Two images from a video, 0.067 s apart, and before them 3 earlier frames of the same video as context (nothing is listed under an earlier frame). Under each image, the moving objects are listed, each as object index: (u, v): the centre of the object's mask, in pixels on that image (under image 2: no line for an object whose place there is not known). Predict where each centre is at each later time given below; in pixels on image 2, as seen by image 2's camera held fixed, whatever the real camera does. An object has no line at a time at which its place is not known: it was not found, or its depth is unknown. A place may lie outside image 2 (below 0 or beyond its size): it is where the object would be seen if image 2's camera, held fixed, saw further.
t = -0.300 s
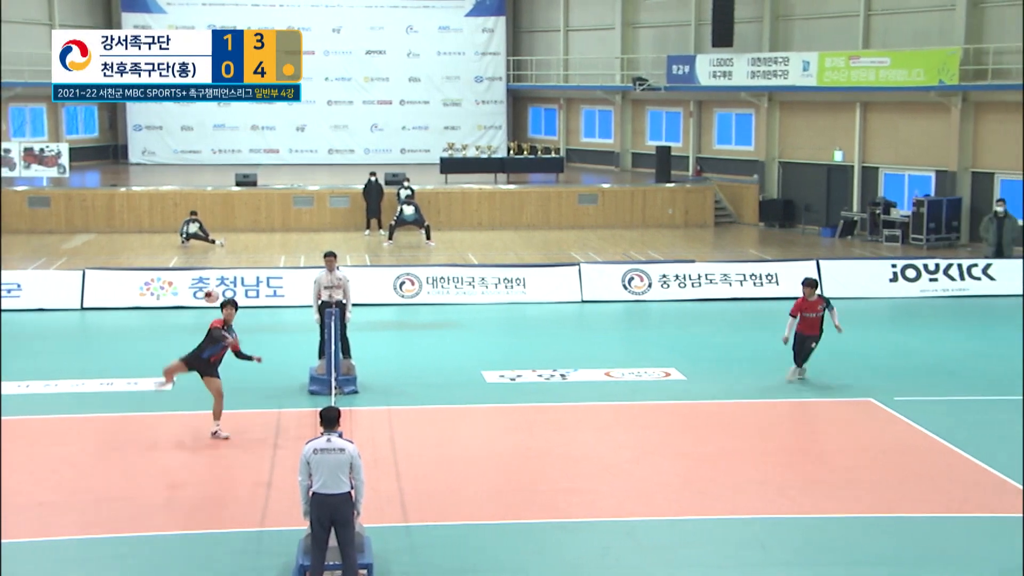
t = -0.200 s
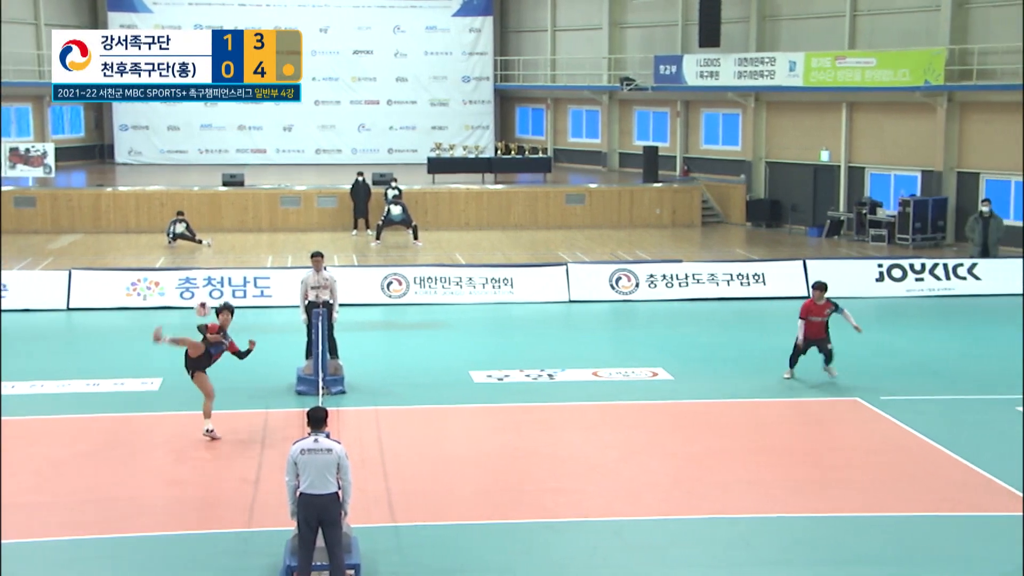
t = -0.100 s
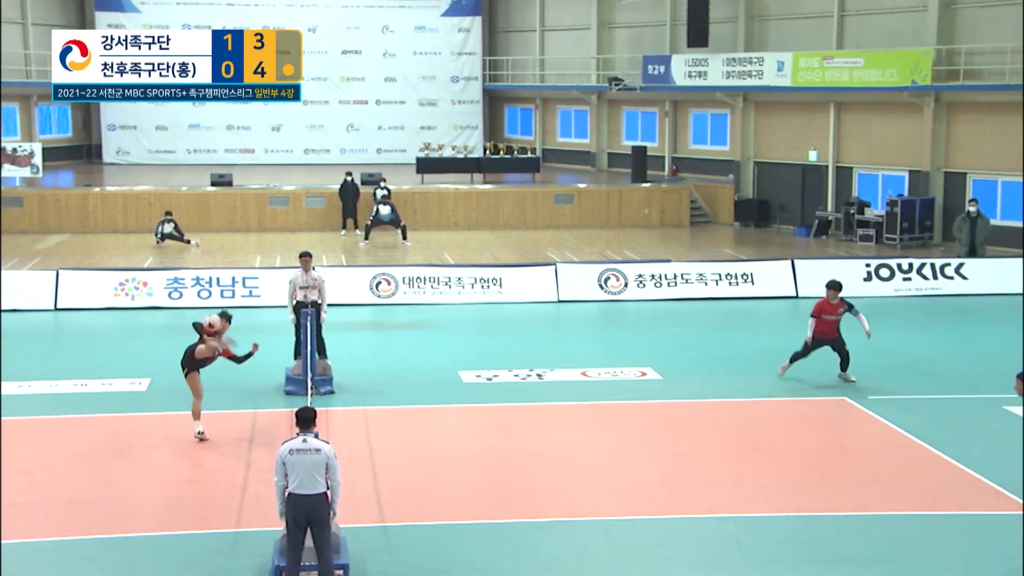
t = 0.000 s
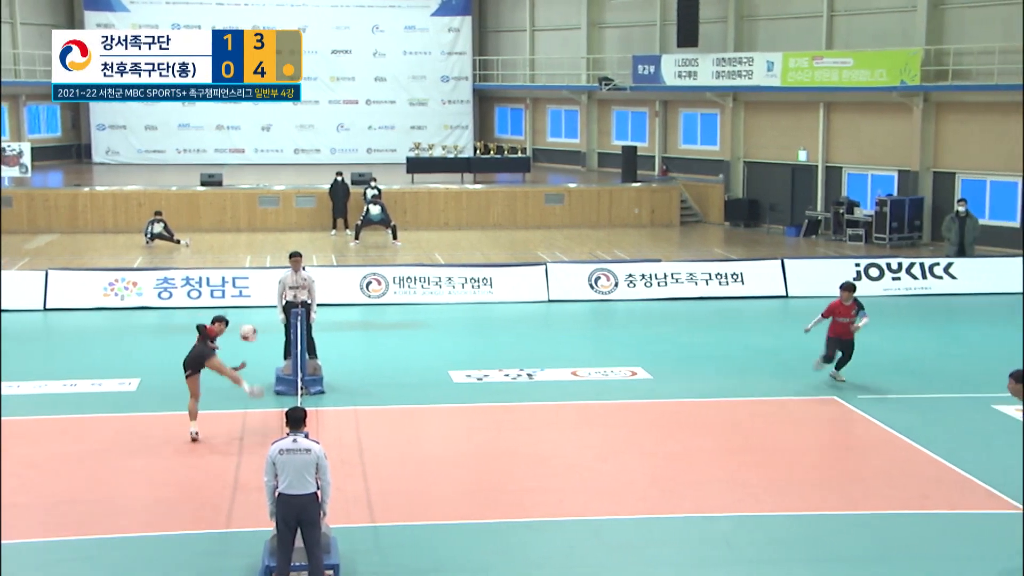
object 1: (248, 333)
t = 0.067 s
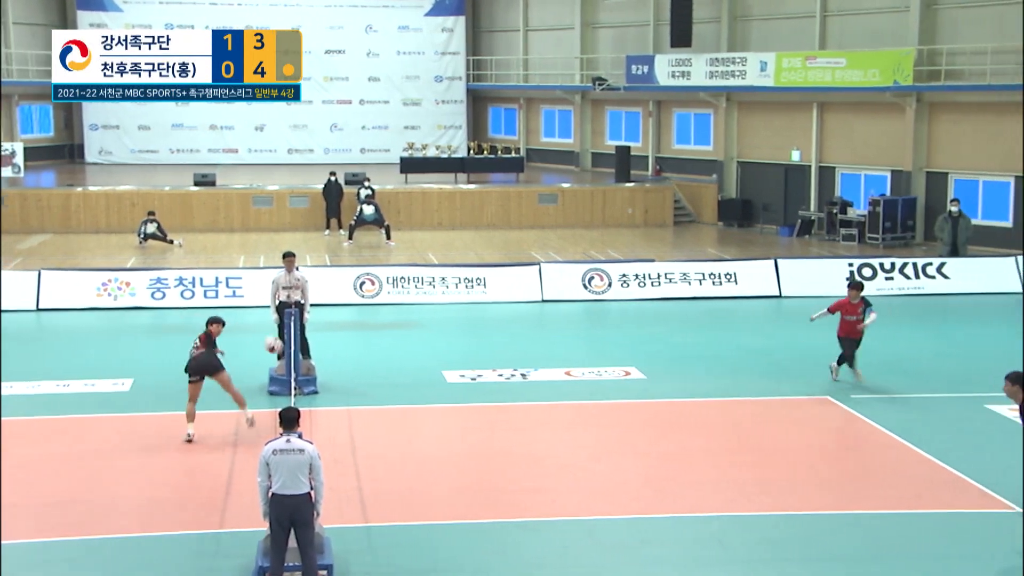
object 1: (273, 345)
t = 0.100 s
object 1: (288, 351)
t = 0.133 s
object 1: (305, 360)
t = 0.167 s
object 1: (321, 369)
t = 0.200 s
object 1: (338, 379)
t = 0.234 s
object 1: (354, 389)
